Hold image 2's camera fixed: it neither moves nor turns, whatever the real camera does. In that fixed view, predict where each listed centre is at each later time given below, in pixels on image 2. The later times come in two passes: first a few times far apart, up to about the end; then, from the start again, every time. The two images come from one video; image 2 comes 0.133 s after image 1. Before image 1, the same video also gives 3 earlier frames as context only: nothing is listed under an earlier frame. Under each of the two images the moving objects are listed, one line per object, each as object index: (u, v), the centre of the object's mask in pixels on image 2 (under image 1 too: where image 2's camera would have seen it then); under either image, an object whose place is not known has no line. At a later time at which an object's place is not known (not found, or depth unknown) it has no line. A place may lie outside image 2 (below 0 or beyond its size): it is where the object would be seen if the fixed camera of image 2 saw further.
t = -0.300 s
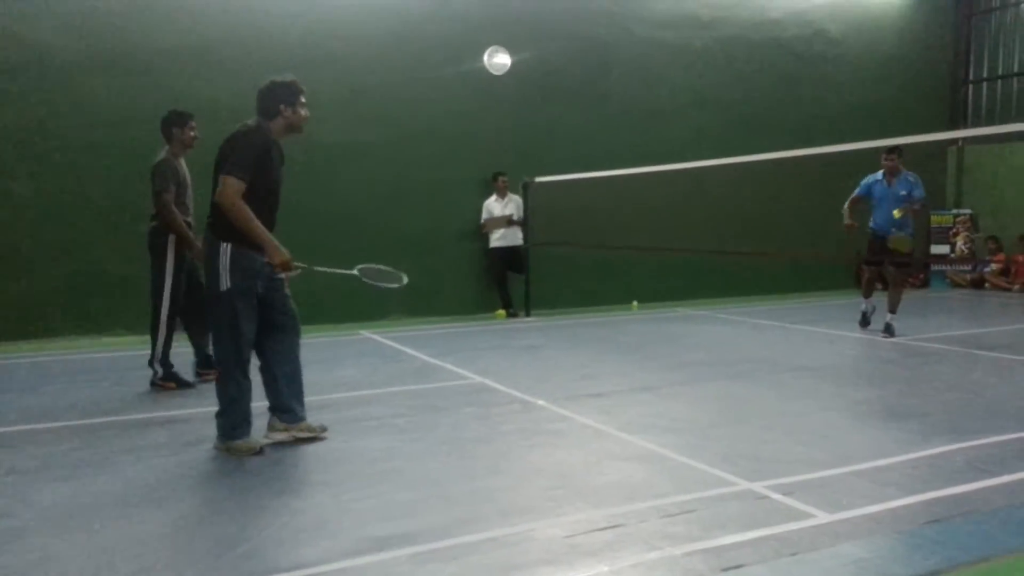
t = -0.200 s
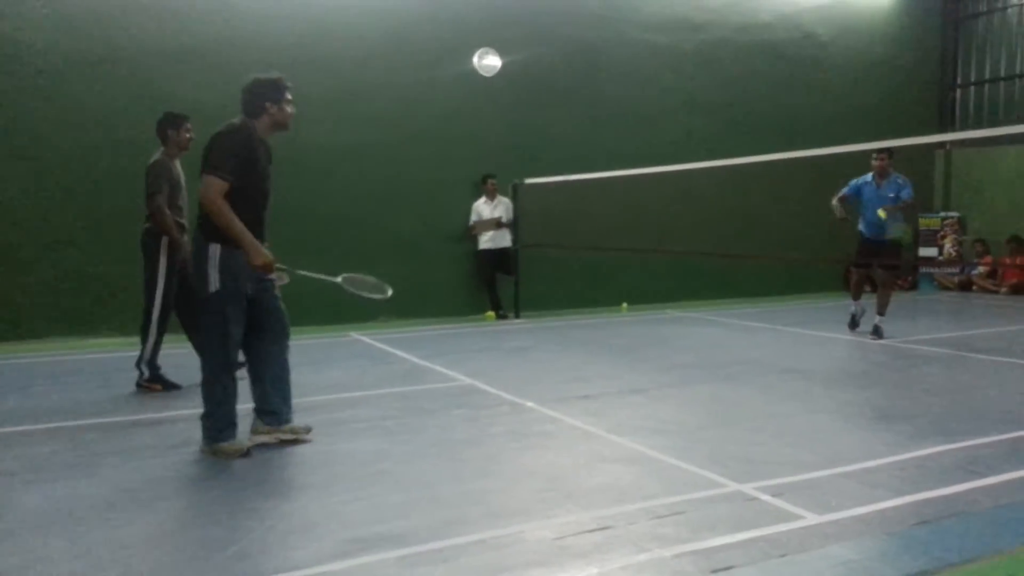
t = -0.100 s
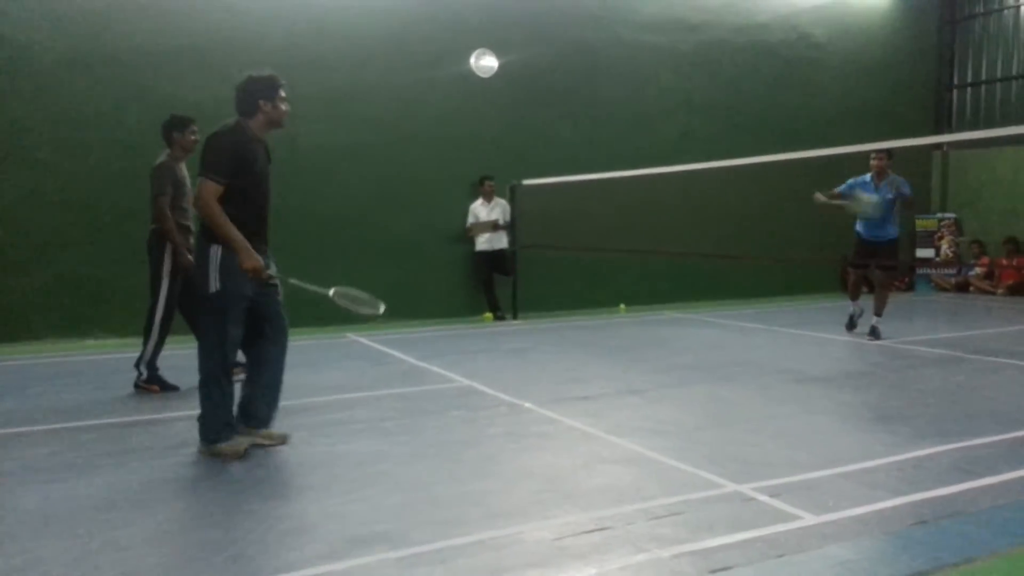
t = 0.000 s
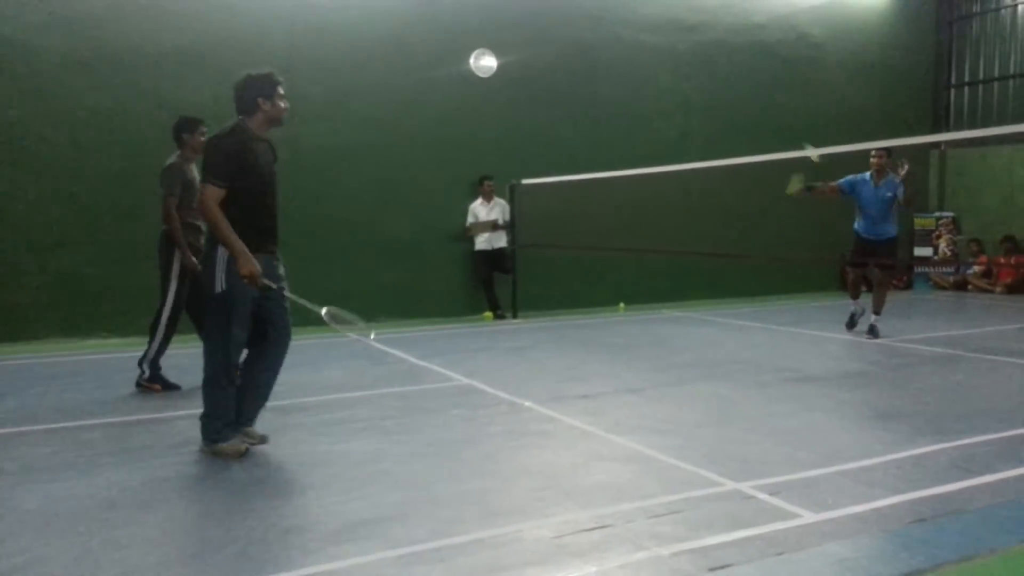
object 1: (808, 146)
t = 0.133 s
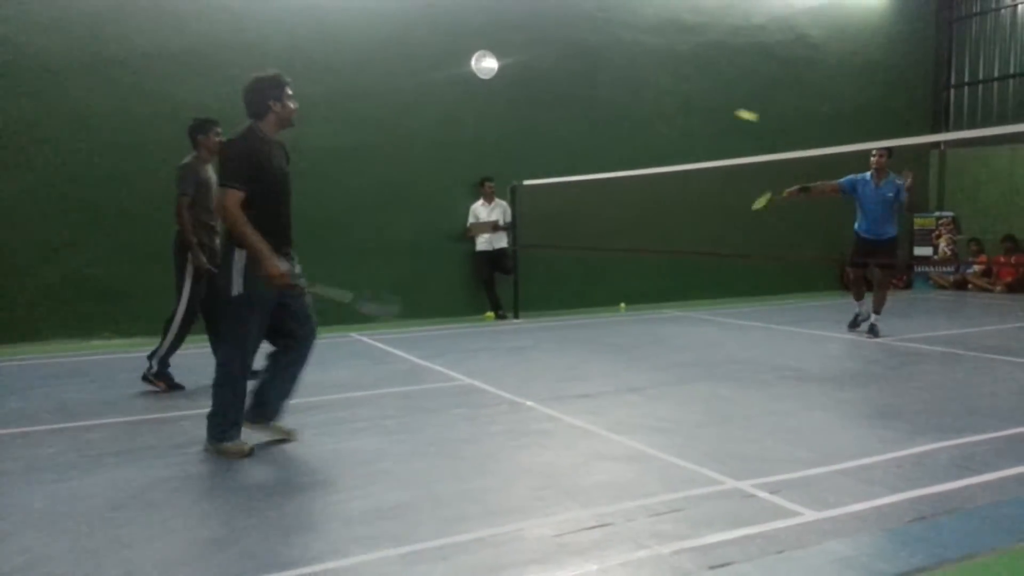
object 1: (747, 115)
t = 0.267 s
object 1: (679, 107)
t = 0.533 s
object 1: (551, 162)
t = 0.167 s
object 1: (729, 110)
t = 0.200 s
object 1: (712, 107)
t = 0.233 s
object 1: (696, 107)
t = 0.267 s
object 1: (679, 107)
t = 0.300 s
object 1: (663, 109)
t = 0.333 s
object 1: (647, 111)
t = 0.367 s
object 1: (631, 116)
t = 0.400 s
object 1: (615, 121)
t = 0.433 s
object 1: (599, 129)
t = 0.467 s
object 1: (583, 138)
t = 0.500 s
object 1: (567, 149)
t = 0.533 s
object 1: (551, 162)
